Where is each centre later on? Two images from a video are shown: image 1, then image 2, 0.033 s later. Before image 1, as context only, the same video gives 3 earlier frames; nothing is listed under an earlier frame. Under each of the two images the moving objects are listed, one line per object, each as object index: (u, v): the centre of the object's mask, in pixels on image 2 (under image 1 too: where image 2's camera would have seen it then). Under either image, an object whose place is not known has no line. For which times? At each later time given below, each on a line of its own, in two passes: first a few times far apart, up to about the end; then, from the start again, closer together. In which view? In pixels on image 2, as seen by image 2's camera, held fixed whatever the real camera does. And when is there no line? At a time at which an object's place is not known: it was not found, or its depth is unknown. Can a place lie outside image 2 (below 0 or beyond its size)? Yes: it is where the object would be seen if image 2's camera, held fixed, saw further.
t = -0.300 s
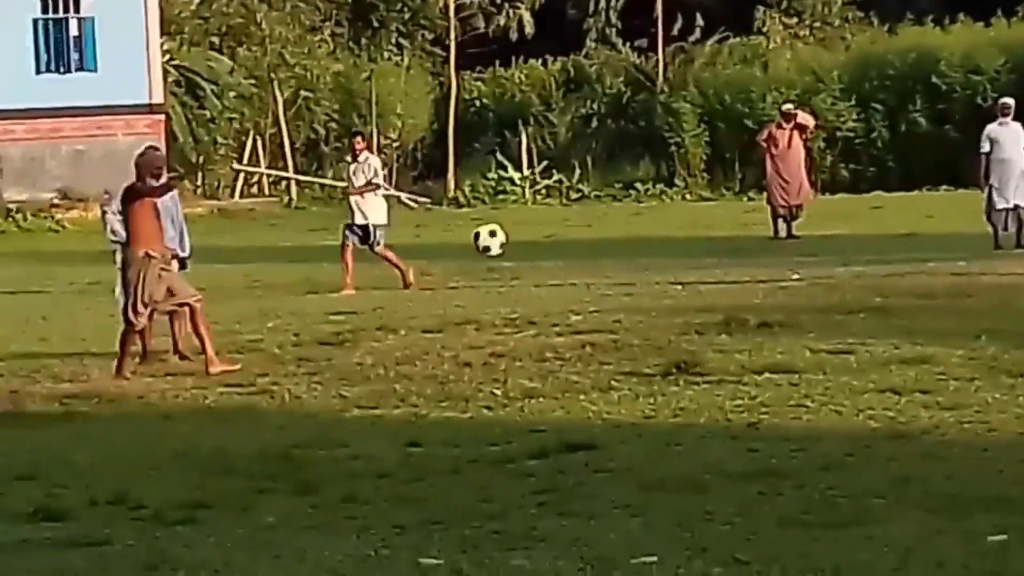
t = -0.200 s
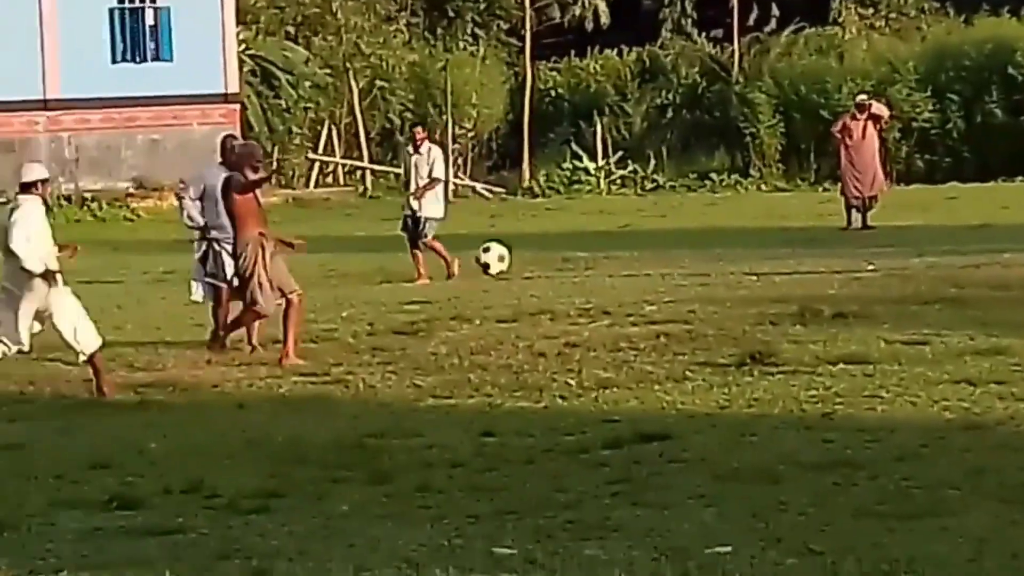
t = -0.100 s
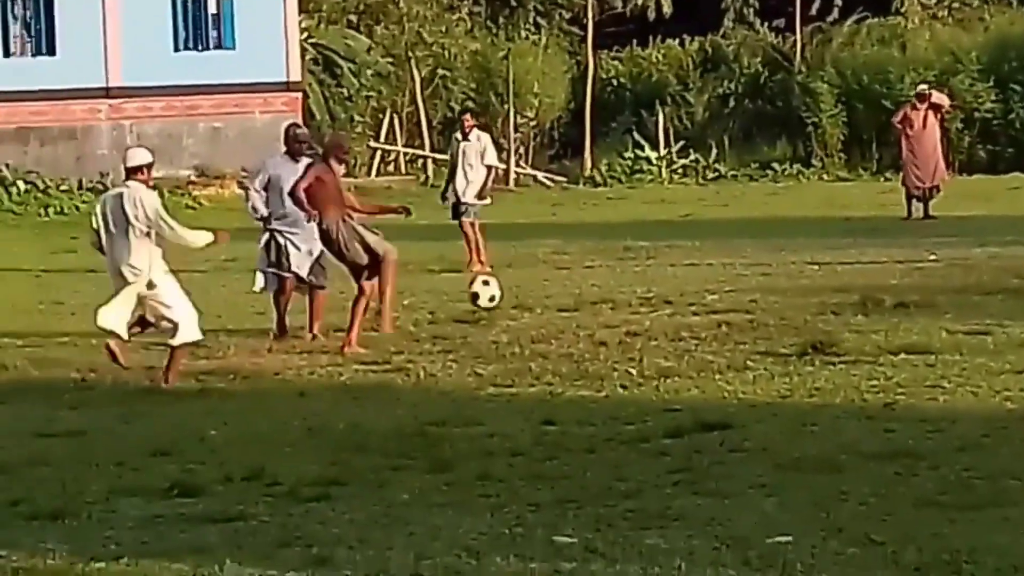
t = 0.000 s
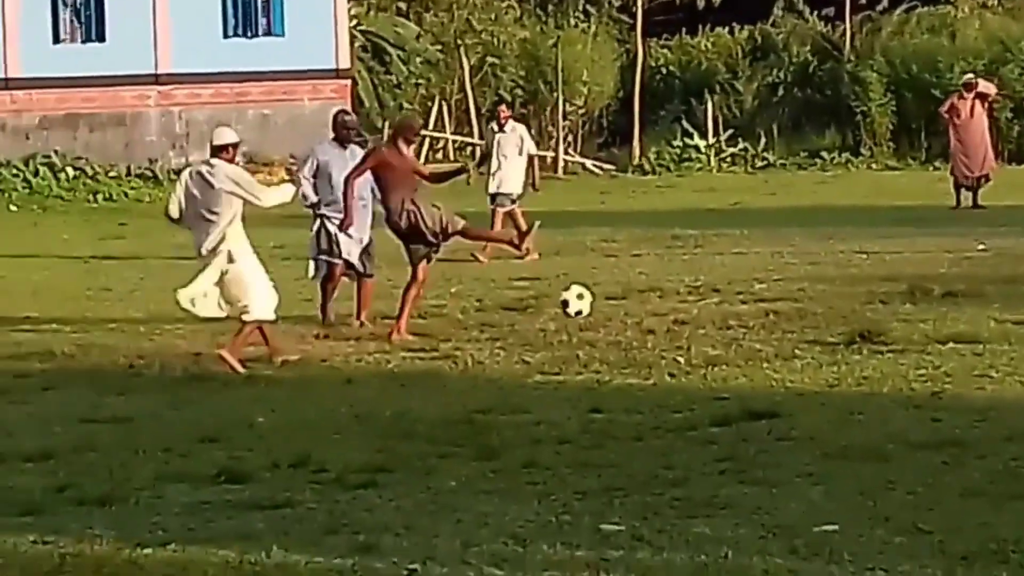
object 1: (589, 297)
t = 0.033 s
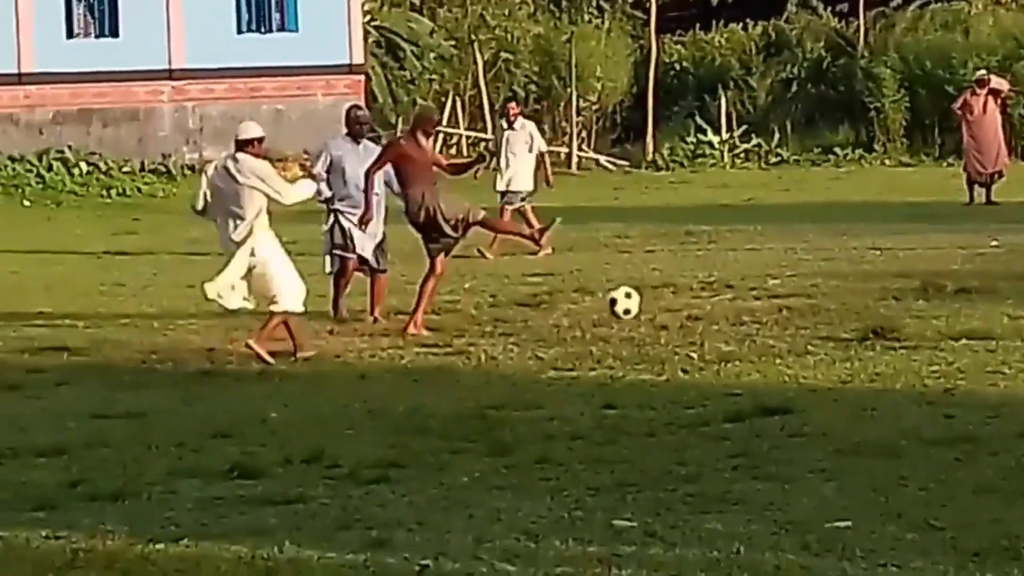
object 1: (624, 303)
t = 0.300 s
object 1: (847, 305)
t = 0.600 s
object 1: (1071, 308)
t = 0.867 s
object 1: (1269, 316)
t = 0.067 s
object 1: (659, 311)
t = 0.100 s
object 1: (693, 319)
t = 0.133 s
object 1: (724, 322)
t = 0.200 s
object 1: (773, 311)
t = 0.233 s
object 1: (797, 307)
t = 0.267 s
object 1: (822, 305)
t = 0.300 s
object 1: (847, 305)
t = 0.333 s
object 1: (873, 305)
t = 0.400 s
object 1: (923, 316)
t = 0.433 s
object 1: (949, 323)
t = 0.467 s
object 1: (972, 328)
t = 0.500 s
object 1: (997, 321)
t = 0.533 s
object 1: (1021, 315)
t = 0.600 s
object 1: (1071, 308)
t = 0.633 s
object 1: (1095, 309)
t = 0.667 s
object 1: (1121, 310)
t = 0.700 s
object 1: (1145, 313)
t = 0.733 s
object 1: (1172, 318)
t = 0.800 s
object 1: (1220, 327)
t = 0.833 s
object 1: (1247, 320)
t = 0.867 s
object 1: (1269, 316)
